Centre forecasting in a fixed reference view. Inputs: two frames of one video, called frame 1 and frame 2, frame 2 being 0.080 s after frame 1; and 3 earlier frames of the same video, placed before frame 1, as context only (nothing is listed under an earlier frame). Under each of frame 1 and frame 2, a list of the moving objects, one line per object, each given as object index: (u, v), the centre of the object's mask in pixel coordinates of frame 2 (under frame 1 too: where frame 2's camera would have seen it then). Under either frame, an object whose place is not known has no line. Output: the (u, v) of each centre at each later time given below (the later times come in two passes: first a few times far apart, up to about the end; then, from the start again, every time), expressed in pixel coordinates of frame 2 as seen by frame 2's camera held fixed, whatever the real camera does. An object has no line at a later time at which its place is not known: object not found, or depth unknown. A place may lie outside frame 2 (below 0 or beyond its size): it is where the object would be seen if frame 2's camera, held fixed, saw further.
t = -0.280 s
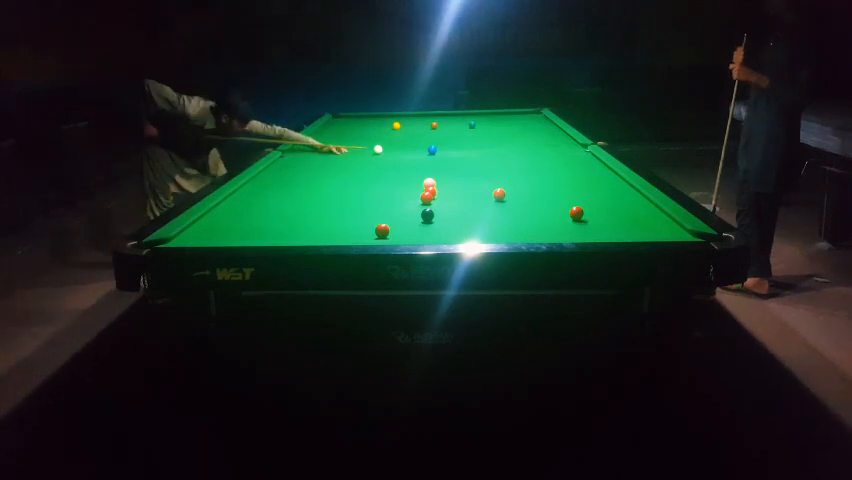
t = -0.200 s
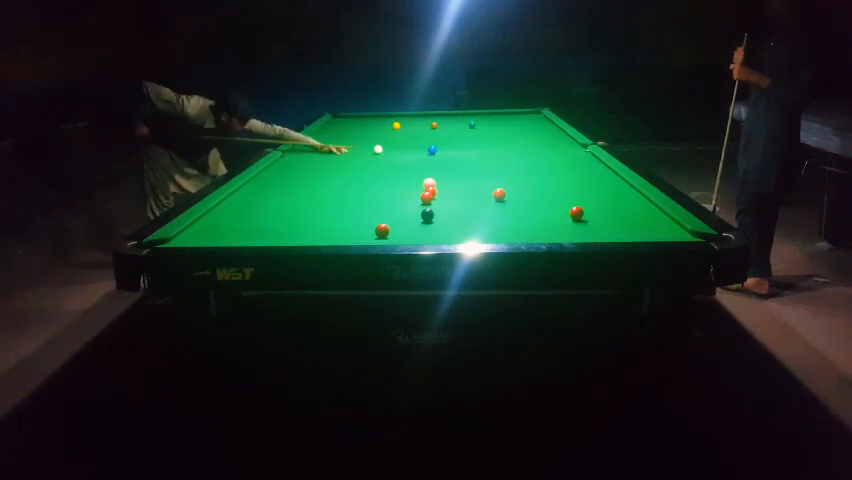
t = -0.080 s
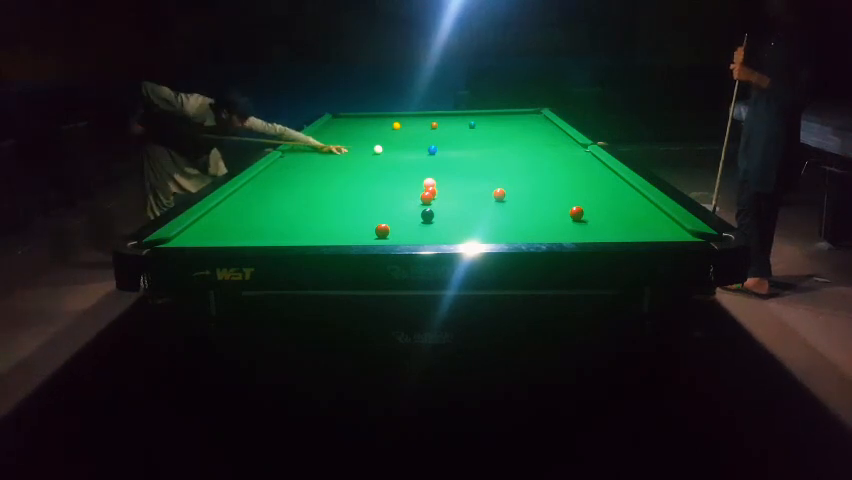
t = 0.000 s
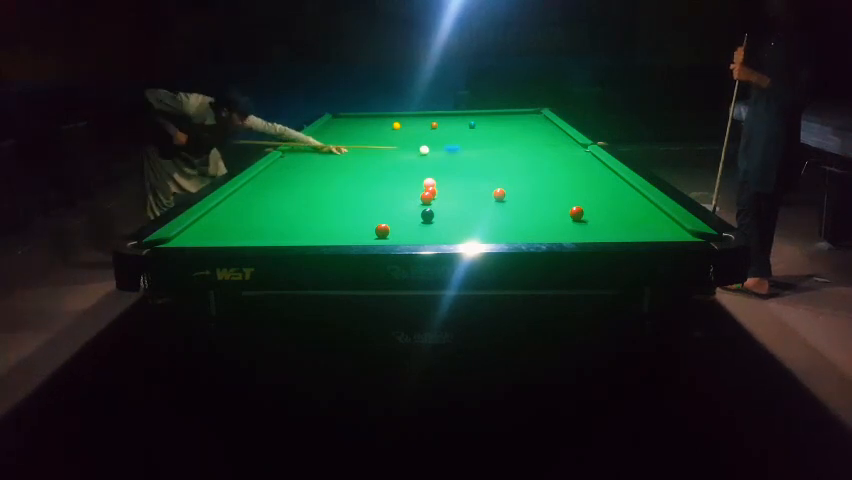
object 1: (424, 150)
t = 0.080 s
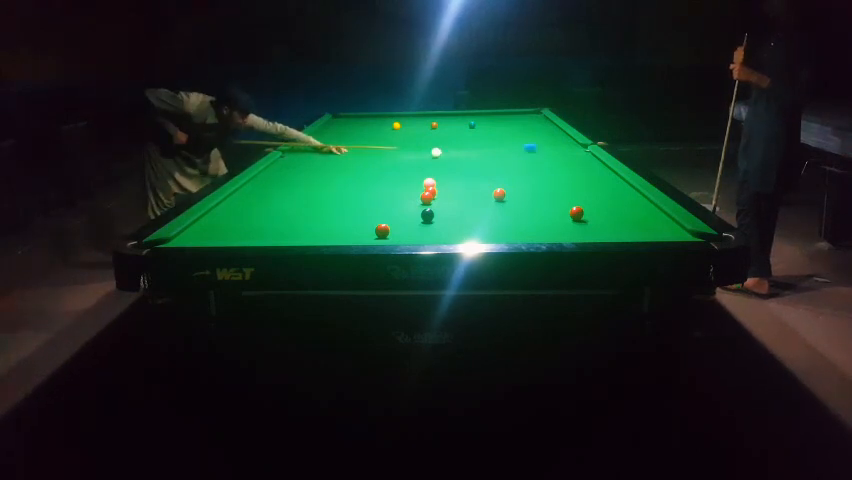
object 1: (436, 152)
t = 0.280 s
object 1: (496, 157)
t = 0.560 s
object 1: (586, 164)
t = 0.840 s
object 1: (566, 174)
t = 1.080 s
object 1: (530, 181)
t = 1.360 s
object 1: (492, 188)
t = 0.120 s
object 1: (448, 153)
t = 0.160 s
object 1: (461, 154)
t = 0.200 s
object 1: (469, 155)
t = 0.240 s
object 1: (482, 156)
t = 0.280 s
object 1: (496, 157)
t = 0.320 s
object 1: (509, 158)
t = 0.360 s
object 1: (522, 159)
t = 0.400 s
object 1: (536, 161)
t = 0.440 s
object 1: (549, 161)
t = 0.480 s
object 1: (562, 162)
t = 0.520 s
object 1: (572, 163)
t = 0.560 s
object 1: (586, 164)
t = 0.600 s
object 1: (600, 165)
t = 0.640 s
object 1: (598, 167)
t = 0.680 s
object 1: (592, 168)
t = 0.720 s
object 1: (585, 170)
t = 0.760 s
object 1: (578, 171)
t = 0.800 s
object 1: (572, 173)
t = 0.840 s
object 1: (566, 174)
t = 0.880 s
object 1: (561, 175)
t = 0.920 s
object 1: (554, 176)
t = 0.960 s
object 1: (549, 178)
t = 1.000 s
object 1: (542, 179)
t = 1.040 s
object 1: (536, 180)
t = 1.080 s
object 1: (530, 181)
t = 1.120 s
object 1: (524, 182)
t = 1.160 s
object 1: (518, 183)
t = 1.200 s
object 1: (515, 184)
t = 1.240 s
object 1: (509, 185)
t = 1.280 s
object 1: (504, 186)
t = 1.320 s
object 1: (498, 186)
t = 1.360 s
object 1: (492, 188)
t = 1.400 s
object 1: (487, 189)
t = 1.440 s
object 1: (483, 190)
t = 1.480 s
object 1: (478, 191)
